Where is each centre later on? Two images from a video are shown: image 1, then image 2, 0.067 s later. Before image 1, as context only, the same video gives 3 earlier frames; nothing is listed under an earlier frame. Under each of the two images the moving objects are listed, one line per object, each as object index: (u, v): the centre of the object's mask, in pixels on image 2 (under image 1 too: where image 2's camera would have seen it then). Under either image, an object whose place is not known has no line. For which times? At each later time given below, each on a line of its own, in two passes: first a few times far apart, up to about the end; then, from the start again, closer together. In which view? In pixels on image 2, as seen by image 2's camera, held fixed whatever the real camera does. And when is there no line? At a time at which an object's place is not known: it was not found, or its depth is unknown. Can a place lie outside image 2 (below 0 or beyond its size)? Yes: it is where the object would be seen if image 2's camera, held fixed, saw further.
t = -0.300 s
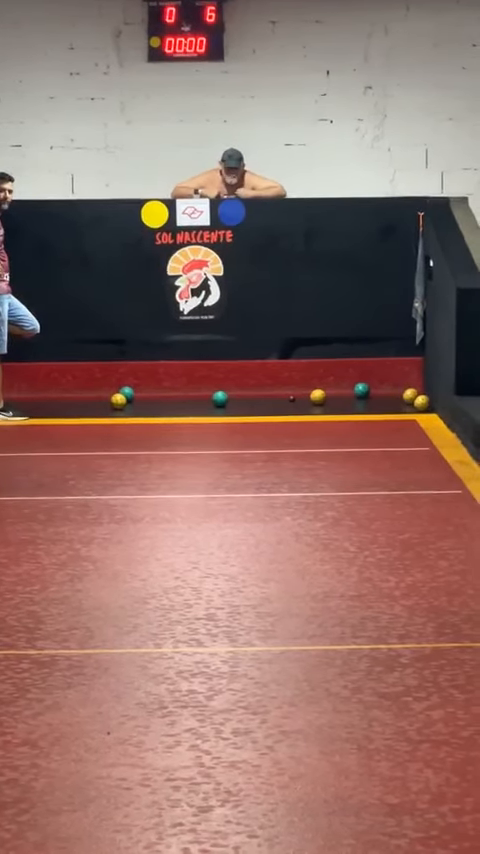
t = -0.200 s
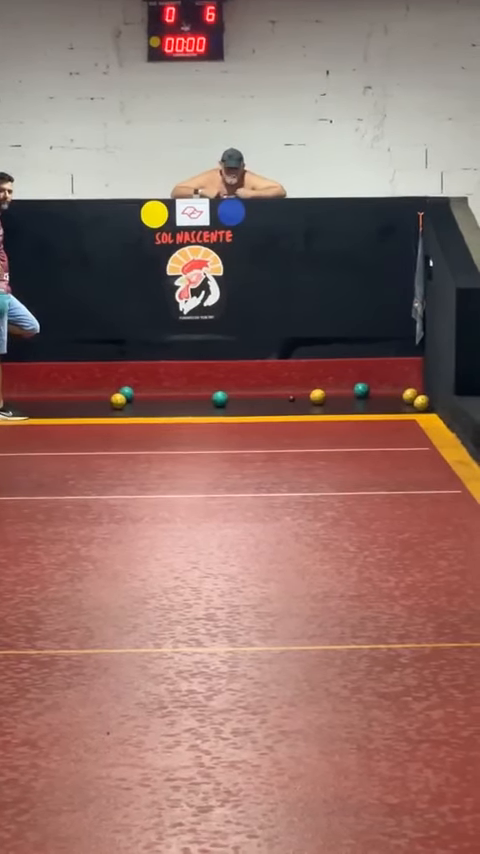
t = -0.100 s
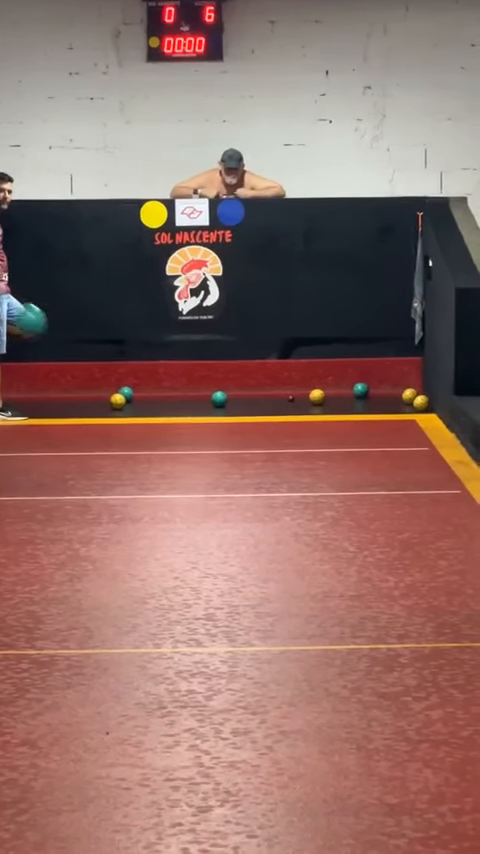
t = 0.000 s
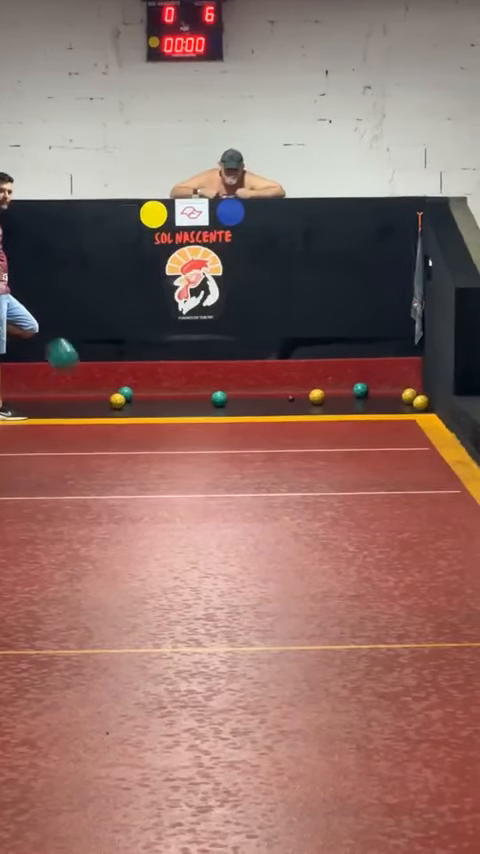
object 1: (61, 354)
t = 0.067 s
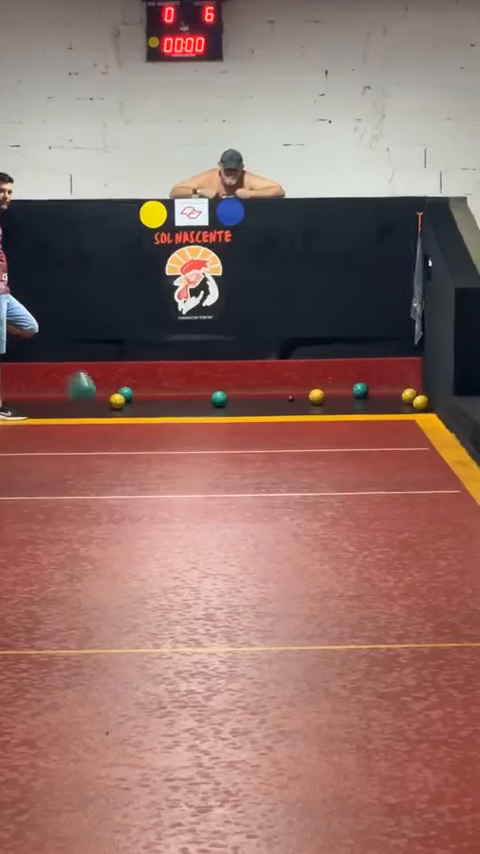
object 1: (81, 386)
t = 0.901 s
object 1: (216, 423)
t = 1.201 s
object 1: (240, 396)
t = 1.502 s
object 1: (252, 392)
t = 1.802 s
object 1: (257, 393)
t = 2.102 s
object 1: (257, 393)
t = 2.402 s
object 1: (257, 393)
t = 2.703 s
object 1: (257, 392)
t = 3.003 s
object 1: (257, 392)
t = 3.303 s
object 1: (257, 392)
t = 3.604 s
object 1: (257, 392)
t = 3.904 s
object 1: (257, 392)
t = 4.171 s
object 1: (257, 392)
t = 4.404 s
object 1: (257, 392)
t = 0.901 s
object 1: (216, 423)
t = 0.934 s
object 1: (218, 417)
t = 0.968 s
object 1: (221, 414)
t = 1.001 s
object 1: (224, 413)
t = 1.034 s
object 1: (227, 410)
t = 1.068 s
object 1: (230, 407)
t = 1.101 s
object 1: (232, 404)
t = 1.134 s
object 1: (235, 400)
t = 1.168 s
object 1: (237, 398)
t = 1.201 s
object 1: (240, 396)
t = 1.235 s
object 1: (241, 393)
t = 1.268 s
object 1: (243, 391)
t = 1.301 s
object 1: (245, 390)
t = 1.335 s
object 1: (246, 390)
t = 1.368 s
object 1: (248, 391)
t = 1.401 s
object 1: (249, 392)
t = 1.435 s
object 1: (250, 392)
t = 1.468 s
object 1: (251, 392)
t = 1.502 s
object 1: (252, 392)
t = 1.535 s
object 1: (252, 392)
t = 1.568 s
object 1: (253, 392)
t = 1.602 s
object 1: (254, 392)
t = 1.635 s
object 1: (254, 393)
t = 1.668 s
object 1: (255, 393)
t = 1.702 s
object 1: (256, 392)
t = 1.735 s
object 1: (256, 392)
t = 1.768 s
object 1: (256, 393)
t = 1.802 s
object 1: (257, 393)
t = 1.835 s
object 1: (257, 393)
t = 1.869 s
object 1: (257, 393)
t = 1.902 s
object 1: (257, 393)
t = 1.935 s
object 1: (257, 393)
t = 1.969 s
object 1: (258, 393)
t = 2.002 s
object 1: (257, 393)
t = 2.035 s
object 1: (257, 393)
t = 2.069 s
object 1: (257, 393)
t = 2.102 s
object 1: (257, 393)
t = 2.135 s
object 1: (257, 393)
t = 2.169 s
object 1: (257, 393)
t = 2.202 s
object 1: (257, 393)
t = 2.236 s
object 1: (257, 393)
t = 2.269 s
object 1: (257, 393)
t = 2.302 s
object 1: (257, 393)
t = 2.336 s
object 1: (257, 393)
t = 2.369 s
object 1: (257, 393)
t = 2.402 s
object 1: (257, 393)
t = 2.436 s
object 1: (257, 393)
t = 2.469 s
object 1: (257, 393)
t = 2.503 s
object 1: (257, 393)
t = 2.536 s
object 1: (257, 393)
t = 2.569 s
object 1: (257, 393)
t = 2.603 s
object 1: (257, 393)
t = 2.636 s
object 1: (257, 392)
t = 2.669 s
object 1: (257, 392)
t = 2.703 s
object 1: (257, 392)
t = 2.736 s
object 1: (257, 392)
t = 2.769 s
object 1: (257, 393)
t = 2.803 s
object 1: (257, 393)
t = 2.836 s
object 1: (257, 393)
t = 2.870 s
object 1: (257, 393)
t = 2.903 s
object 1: (257, 392)
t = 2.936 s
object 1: (257, 392)
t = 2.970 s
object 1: (257, 392)
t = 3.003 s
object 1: (257, 392)
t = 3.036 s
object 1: (257, 392)
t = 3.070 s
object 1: (257, 393)
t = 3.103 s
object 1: (257, 393)
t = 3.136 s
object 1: (257, 393)
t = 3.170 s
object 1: (257, 392)
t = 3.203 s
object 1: (257, 392)
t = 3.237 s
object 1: (257, 392)
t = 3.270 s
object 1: (257, 392)
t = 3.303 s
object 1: (257, 392)
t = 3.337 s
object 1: (257, 392)
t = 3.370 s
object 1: (257, 393)
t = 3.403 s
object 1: (257, 392)
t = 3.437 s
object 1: (257, 392)
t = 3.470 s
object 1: (257, 392)
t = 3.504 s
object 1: (257, 393)
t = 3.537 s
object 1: (257, 393)
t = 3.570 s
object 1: (257, 393)
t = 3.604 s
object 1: (257, 392)
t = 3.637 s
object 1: (257, 392)
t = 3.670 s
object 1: (257, 392)
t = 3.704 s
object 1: (257, 392)
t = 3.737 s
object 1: (257, 392)
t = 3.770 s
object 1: (257, 392)
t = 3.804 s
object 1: (257, 392)
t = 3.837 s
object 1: (257, 392)
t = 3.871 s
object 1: (257, 392)
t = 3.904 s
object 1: (257, 392)
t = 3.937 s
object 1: (257, 392)
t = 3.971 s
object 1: (257, 392)
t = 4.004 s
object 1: (257, 392)
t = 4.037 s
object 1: (257, 393)
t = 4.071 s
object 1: (257, 392)
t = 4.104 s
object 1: (257, 392)
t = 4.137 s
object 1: (257, 392)
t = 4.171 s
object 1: (257, 392)
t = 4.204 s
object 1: (257, 392)
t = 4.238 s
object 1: (257, 393)
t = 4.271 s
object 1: (257, 393)
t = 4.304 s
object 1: (257, 392)
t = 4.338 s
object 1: (257, 392)
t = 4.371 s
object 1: (257, 392)
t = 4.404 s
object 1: (257, 392)
